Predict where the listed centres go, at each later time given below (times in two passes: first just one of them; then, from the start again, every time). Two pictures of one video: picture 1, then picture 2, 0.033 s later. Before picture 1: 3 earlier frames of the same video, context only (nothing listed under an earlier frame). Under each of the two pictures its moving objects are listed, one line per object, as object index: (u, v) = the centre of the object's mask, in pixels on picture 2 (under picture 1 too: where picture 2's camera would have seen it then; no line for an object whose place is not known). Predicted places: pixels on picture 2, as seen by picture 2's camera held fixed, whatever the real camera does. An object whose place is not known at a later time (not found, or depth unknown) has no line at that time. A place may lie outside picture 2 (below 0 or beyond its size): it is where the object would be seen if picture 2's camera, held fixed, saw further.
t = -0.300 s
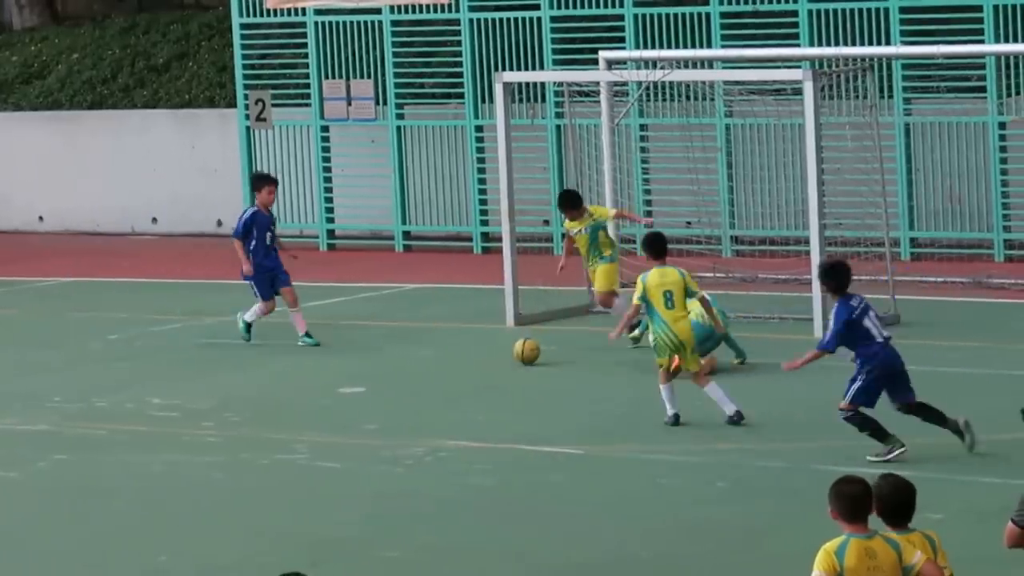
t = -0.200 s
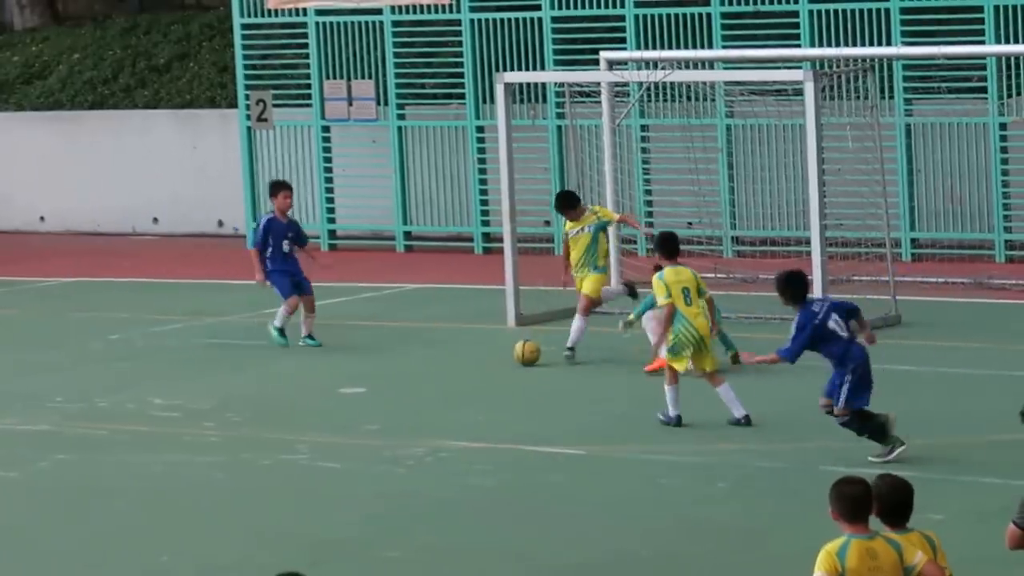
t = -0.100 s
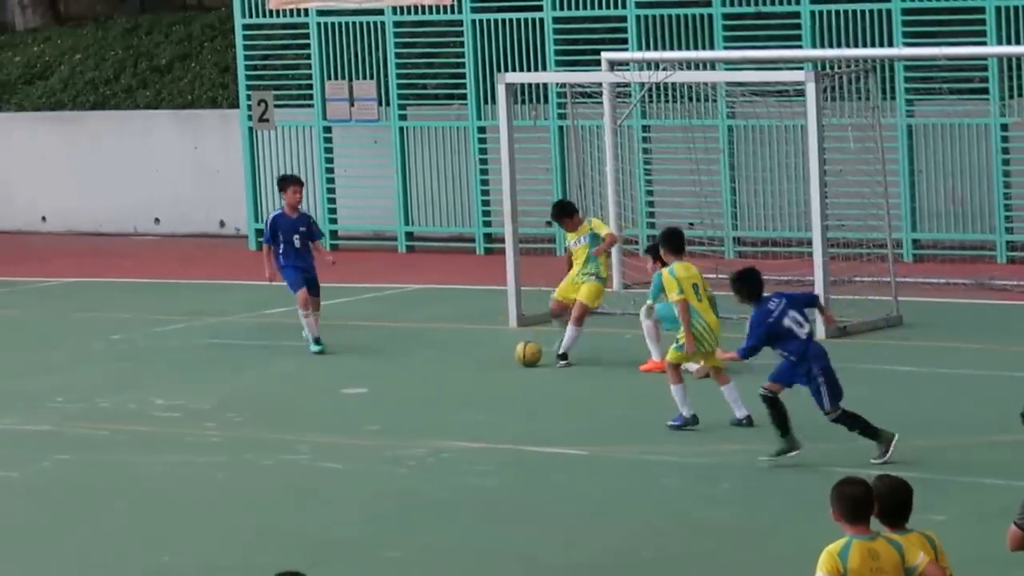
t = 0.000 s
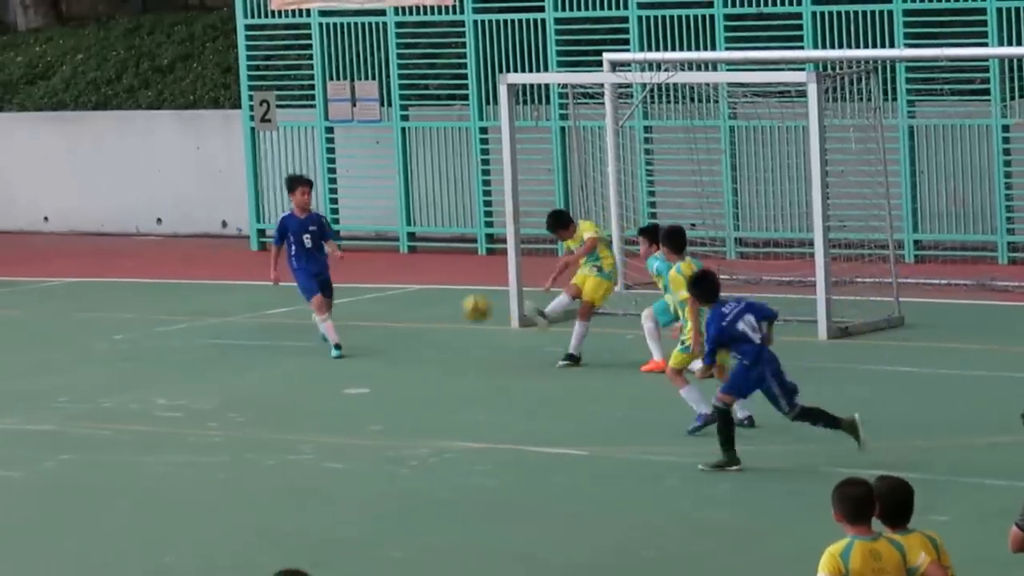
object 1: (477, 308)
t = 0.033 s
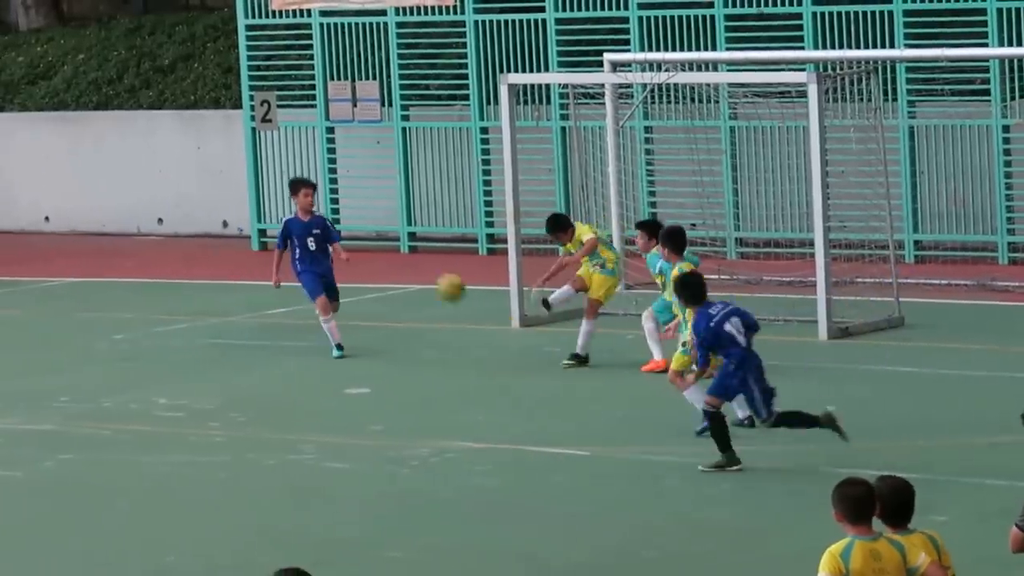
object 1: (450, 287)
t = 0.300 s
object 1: (246, 157)
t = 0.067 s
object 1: (425, 267)
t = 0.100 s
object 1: (400, 248)
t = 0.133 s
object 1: (376, 229)
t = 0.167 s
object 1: (350, 213)
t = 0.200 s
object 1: (322, 198)
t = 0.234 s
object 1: (297, 182)
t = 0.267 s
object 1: (272, 168)
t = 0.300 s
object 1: (246, 157)
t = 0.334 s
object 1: (220, 146)
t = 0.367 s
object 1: (193, 137)
